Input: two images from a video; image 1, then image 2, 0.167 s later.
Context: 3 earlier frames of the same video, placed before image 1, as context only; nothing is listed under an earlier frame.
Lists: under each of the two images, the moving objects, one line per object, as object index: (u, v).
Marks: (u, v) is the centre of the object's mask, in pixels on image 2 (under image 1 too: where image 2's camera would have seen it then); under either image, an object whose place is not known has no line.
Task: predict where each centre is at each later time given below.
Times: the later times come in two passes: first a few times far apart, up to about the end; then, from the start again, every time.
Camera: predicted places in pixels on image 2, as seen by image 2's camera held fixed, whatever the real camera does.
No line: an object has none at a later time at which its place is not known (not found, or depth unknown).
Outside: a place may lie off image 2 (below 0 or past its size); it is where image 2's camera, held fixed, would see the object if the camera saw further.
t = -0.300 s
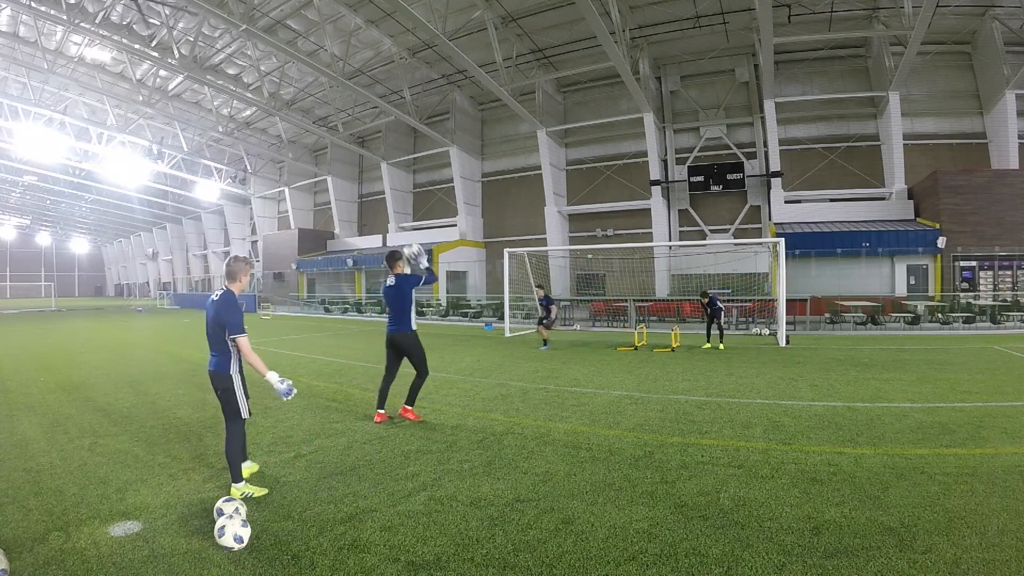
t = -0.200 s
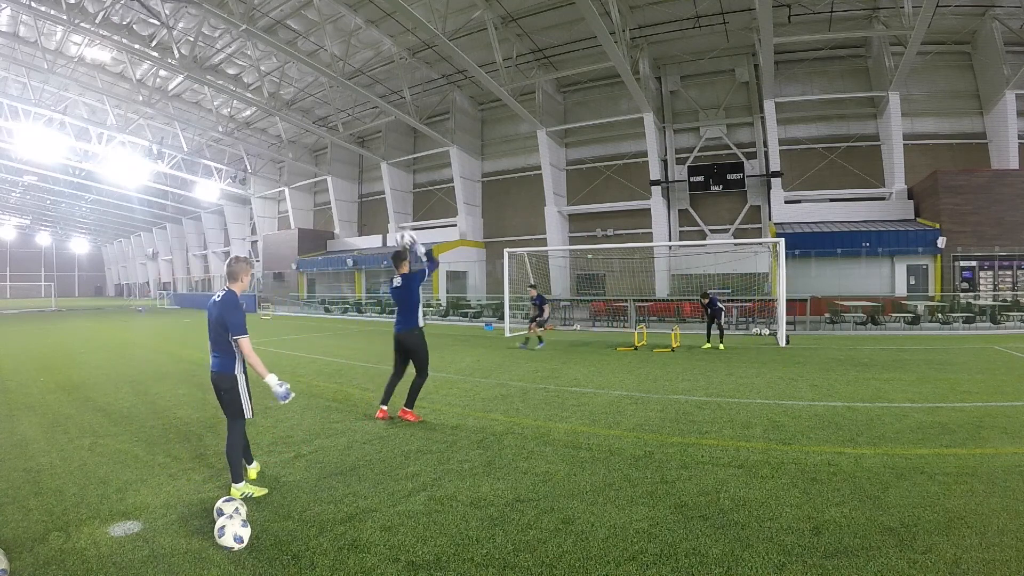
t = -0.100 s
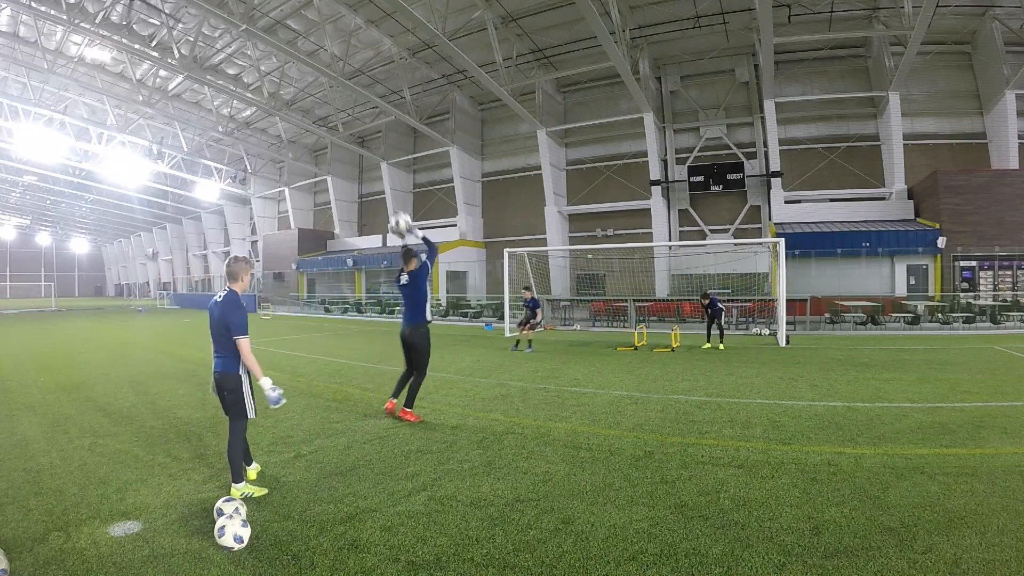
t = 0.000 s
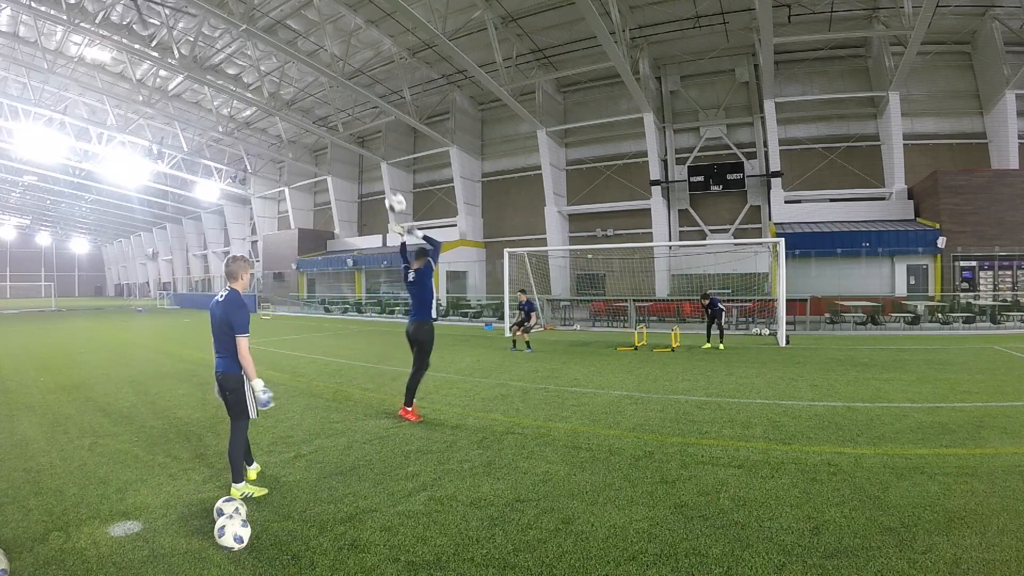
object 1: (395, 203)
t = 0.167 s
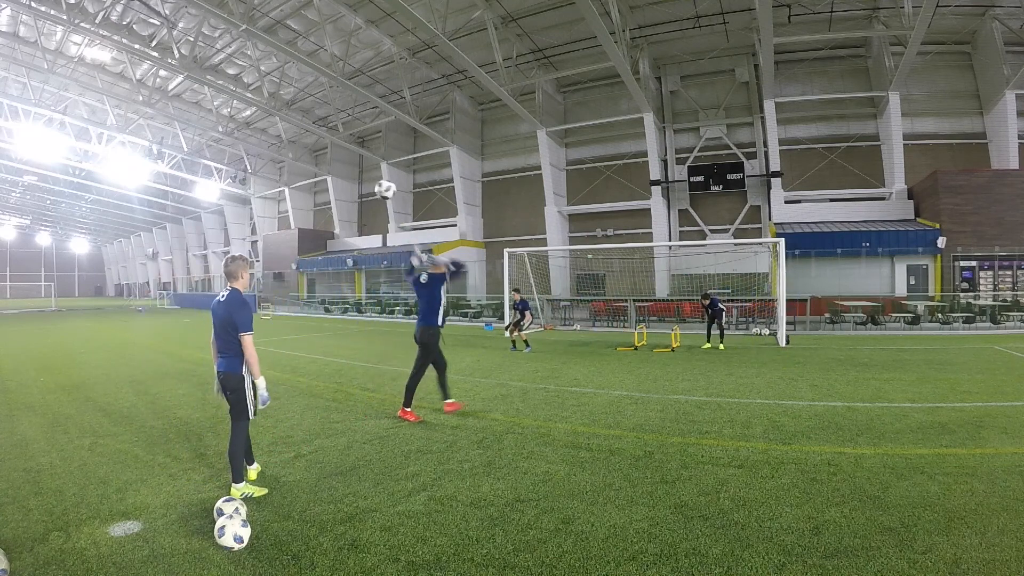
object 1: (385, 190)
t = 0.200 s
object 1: (383, 189)
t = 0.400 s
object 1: (370, 211)
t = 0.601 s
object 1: (356, 274)
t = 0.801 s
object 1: (345, 380)
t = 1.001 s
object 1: (333, 394)
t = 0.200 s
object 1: (383, 189)
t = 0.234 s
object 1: (381, 190)
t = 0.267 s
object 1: (378, 192)
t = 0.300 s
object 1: (376, 195)
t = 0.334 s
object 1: (374, 200)
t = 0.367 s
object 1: (372, 204)
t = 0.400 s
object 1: (370, 211)
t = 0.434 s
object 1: (367, 218)
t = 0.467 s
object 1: (365, 226)
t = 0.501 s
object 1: (363, 235)
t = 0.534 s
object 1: (360, 249)
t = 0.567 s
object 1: (358, 260)
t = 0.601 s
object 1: (356, 274)
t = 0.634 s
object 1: (354, 286)
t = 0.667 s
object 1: (351, 303)
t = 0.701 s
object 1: (349, 322)
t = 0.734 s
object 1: (348, 340)
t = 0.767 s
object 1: (346, 359)
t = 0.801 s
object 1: (345, 380)
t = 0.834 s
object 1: (344, 402)
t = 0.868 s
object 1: (343, 425)
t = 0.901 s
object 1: (341, 431)
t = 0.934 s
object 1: (338, 419)
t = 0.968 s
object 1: (335, 406)
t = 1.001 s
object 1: (333, 394)
